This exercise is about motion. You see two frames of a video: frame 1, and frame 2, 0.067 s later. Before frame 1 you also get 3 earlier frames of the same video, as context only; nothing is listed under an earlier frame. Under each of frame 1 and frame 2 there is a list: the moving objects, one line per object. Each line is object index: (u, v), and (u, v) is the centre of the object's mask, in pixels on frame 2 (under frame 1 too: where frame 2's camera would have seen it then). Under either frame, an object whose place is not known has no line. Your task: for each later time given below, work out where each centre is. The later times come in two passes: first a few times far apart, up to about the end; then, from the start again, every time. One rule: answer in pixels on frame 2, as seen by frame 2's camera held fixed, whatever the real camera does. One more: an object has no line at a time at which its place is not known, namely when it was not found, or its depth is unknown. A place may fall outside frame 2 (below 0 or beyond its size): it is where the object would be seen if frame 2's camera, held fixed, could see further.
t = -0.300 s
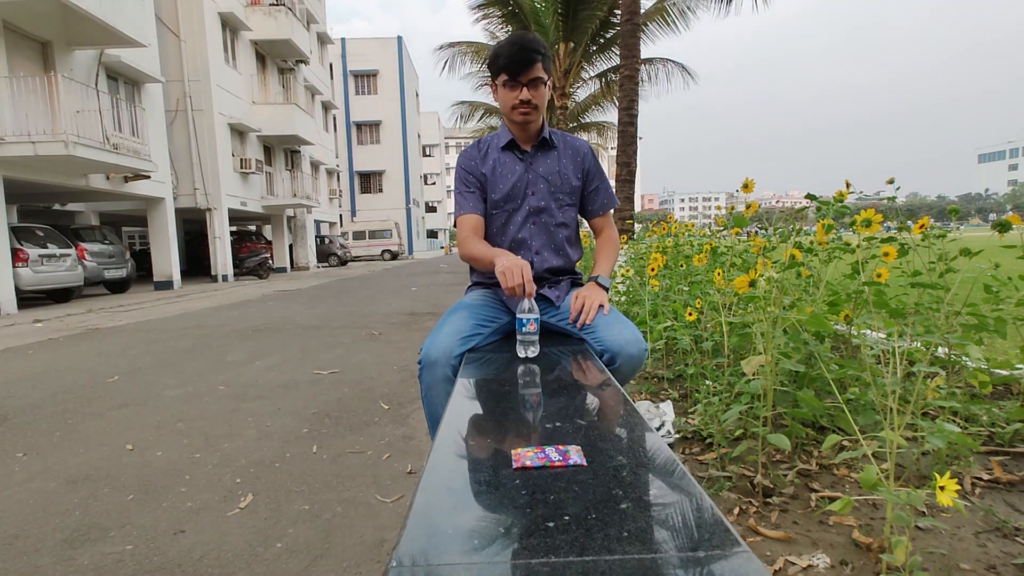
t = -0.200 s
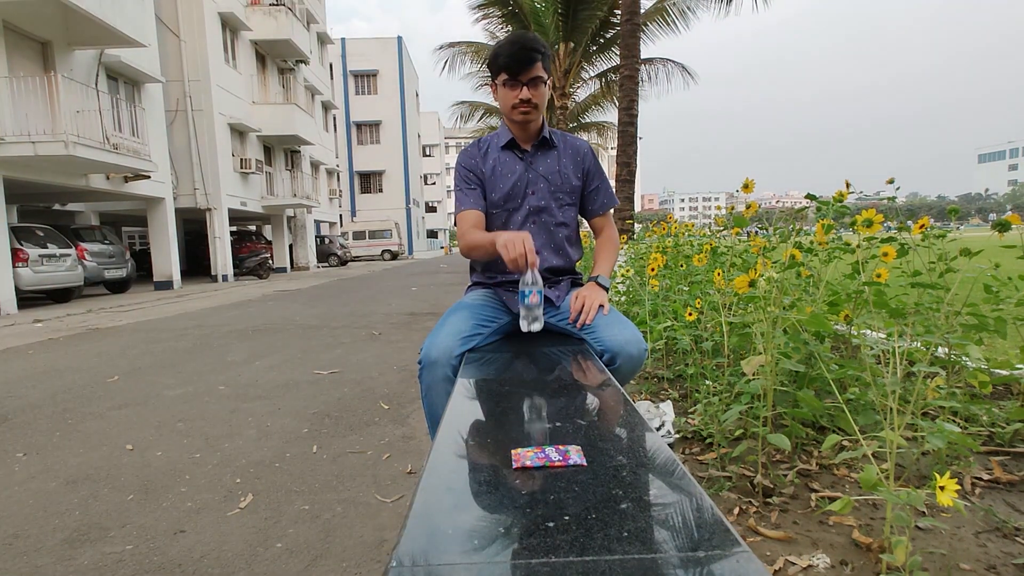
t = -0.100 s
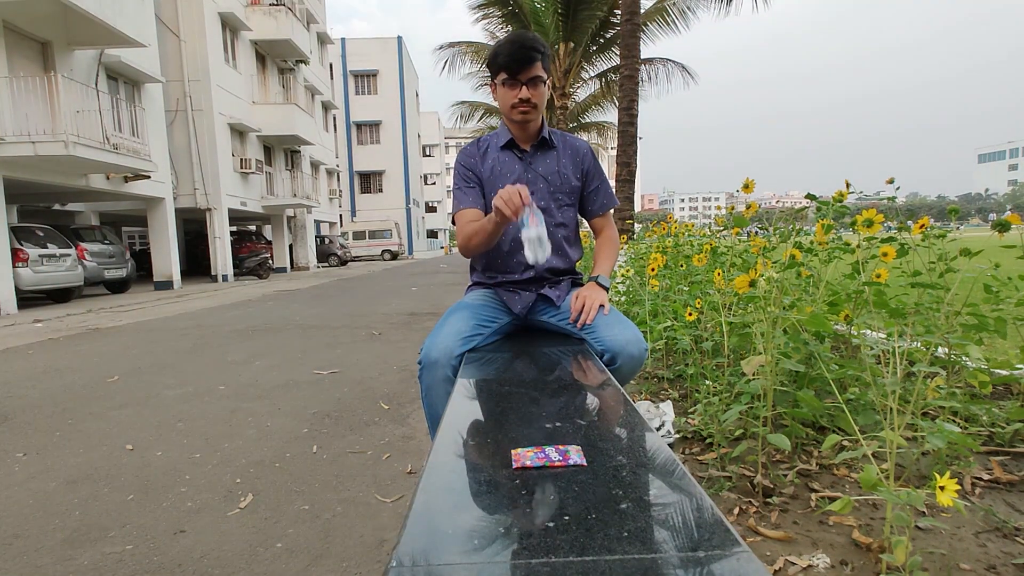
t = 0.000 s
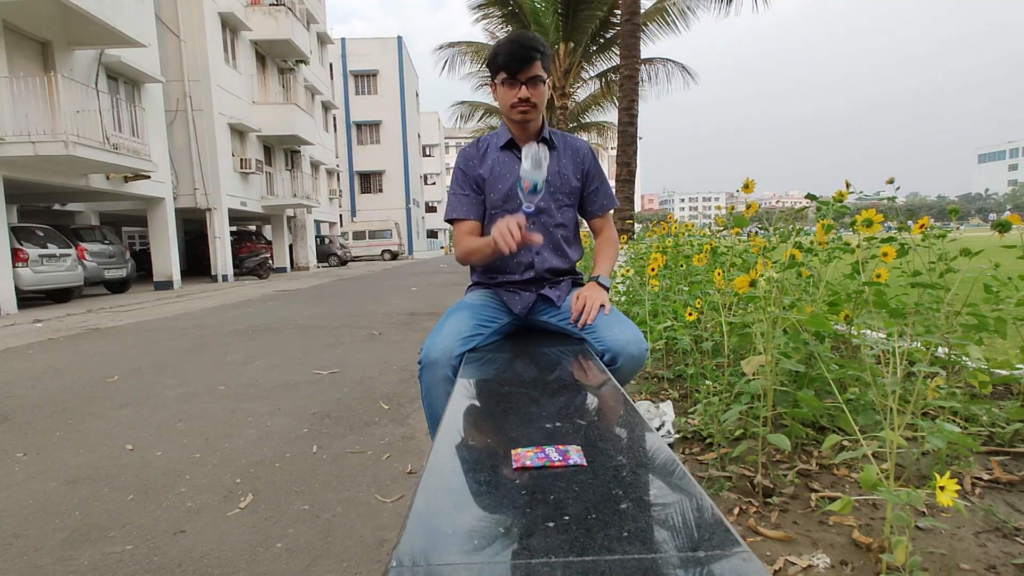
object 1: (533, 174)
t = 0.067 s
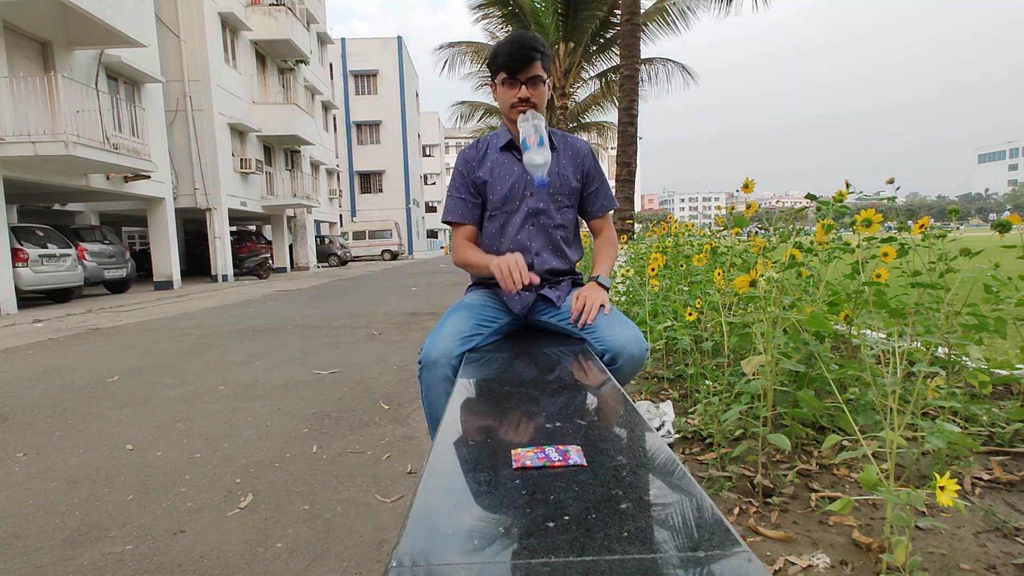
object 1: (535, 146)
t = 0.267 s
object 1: (536, 177)
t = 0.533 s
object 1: (544, 350)
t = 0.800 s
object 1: (545, 374)
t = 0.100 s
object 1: (535, 134)
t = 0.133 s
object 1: (534, 129)
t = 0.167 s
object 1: (533, 133)
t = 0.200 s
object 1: (535, 141)
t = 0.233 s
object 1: (535, 156)
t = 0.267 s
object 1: (536, 177)
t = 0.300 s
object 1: (538, 206)
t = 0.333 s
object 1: (539, 242)
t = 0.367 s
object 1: (540, 285)
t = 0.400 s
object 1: (542, 336)
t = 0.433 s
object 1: (543, 344)
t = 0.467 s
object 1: (544, 345)
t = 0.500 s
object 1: (544, 349)
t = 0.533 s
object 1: (544, 350)
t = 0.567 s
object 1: (544, 351)
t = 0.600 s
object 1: (542, 351)
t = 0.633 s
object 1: (542, 352)
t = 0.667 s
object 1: (542, 353)
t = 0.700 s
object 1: (542, 356)
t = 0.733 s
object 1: (543, 360)
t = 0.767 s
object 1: (544, 366)
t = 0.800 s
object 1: (545, 374)
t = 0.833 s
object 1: (546, 384)
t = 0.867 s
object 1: (547, 381)
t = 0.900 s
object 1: (547, 382)
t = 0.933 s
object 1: (546, 383)
